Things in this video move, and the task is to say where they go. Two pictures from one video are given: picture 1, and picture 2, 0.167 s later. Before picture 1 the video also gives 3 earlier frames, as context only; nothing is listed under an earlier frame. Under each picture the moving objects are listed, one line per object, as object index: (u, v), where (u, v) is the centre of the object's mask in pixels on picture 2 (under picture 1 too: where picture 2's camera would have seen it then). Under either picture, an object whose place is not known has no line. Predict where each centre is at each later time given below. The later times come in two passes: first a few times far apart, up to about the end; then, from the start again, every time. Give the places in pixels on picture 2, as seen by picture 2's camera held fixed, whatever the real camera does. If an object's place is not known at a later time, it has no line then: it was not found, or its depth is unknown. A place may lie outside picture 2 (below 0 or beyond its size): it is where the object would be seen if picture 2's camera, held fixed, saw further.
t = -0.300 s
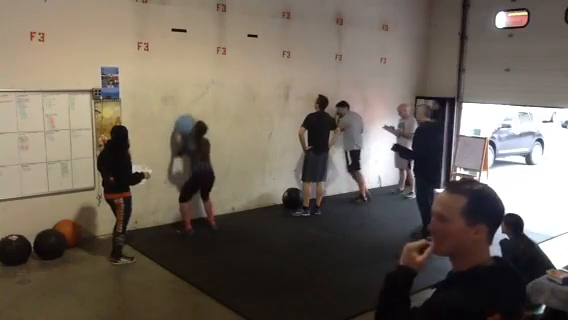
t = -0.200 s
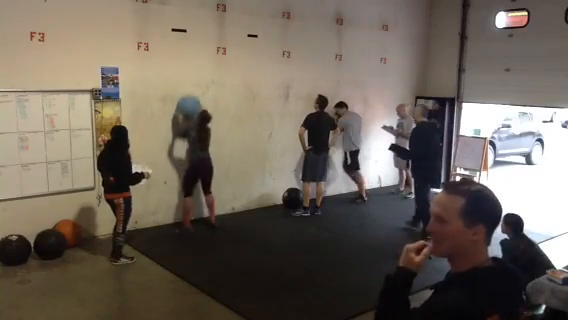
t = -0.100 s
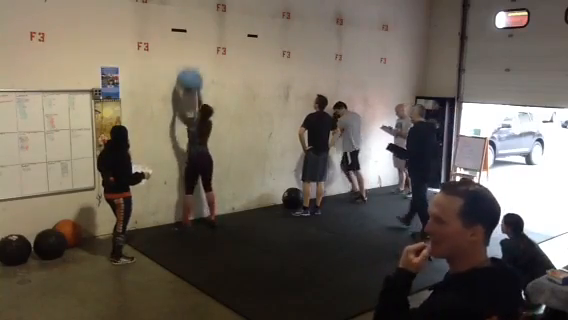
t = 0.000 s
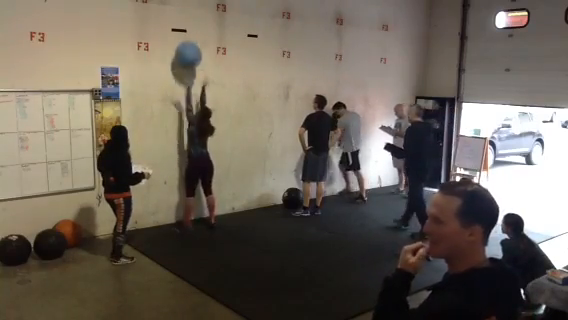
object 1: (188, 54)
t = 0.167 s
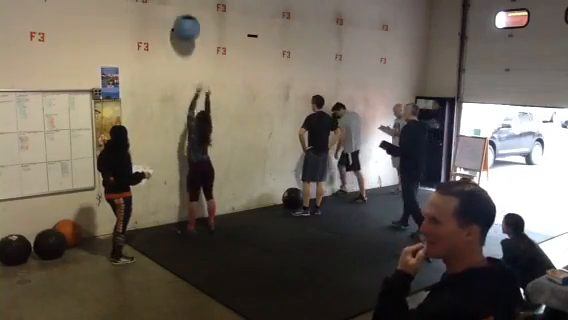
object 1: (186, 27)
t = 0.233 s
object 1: (185, 22)
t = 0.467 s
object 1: (184, 30)
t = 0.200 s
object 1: (186, 24)
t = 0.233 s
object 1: (185, 22)
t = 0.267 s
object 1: (185, 21)
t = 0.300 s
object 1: (185, 20)
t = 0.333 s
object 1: (184, 20)
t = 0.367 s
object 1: (185, 22)
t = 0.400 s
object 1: (185, 23)
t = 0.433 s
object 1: (184, 26)
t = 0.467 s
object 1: (184, 30)
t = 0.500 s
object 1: (184, 35)
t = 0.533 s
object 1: (185, 41)
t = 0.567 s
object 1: (184, 47)
